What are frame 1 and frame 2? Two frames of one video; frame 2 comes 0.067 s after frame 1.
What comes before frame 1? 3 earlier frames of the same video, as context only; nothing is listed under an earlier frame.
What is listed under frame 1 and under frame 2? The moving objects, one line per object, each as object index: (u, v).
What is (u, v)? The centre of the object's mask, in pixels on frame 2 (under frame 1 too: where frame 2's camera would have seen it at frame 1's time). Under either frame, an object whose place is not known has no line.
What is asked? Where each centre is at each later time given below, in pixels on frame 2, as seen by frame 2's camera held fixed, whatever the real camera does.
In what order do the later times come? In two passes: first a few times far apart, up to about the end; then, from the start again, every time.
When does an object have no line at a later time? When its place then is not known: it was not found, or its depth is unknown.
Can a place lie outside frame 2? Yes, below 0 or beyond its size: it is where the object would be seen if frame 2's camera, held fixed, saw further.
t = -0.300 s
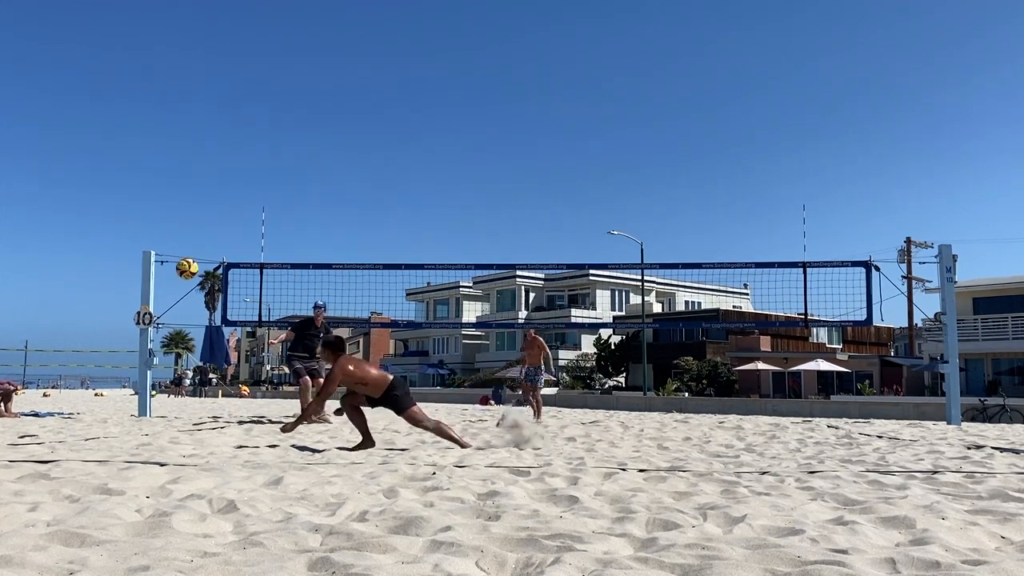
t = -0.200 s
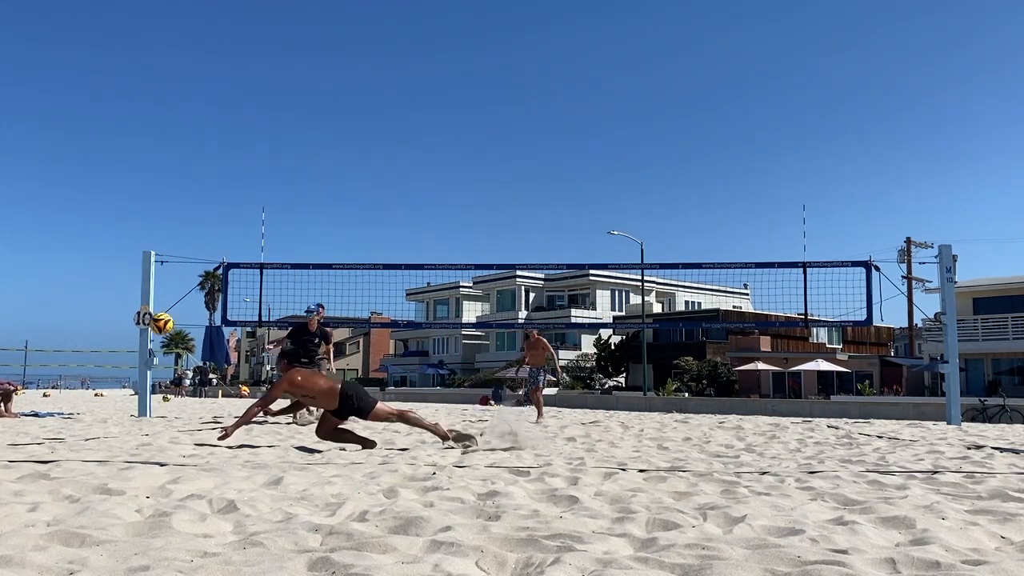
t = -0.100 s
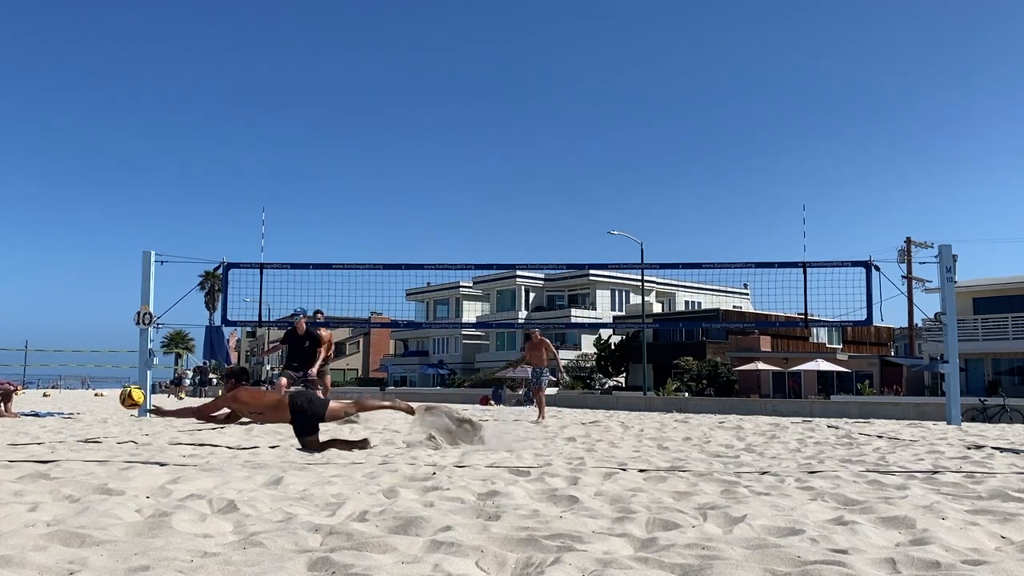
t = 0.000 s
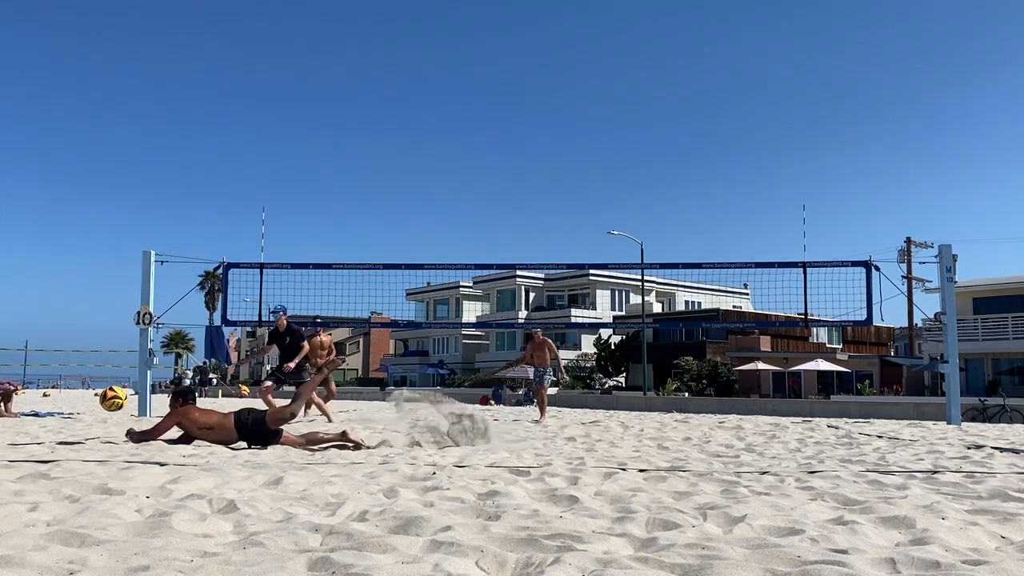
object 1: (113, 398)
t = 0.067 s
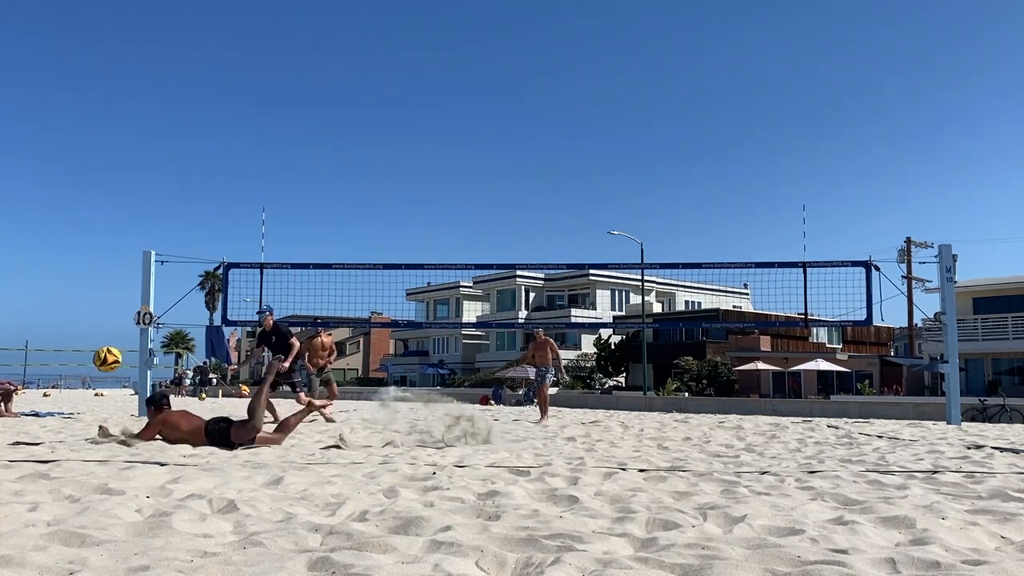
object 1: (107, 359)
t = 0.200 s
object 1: (93, 292)
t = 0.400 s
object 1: (67, 225)
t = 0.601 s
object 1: (32, 206)
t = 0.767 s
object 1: (6, 237)
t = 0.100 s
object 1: (103, 341)
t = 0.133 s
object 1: (100, 324)
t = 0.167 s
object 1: (97, 308)
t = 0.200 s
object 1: (93, 292)
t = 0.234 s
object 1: (89, 278)
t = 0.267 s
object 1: (85, 265)
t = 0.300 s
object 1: (81, 254)
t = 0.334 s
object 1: (77, 243)
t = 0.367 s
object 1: (72, 234)
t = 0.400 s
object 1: (67, 225)
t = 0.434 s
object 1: (62, 218)
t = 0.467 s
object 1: (56, 213)
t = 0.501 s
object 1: (51, 209)
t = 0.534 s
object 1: (45, 206)
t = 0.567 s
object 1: (39, 206)
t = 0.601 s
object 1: (32, 206)
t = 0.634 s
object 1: (25, 208)
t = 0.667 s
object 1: (18, 213)
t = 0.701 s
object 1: (14, 219)
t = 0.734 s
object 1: (10, 227)
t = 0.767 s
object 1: (6, 237)
